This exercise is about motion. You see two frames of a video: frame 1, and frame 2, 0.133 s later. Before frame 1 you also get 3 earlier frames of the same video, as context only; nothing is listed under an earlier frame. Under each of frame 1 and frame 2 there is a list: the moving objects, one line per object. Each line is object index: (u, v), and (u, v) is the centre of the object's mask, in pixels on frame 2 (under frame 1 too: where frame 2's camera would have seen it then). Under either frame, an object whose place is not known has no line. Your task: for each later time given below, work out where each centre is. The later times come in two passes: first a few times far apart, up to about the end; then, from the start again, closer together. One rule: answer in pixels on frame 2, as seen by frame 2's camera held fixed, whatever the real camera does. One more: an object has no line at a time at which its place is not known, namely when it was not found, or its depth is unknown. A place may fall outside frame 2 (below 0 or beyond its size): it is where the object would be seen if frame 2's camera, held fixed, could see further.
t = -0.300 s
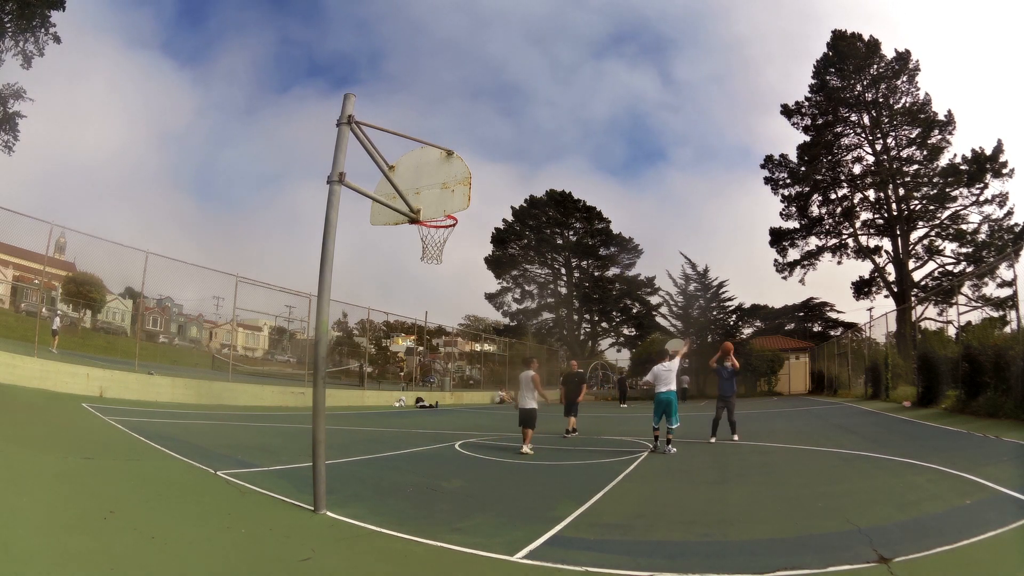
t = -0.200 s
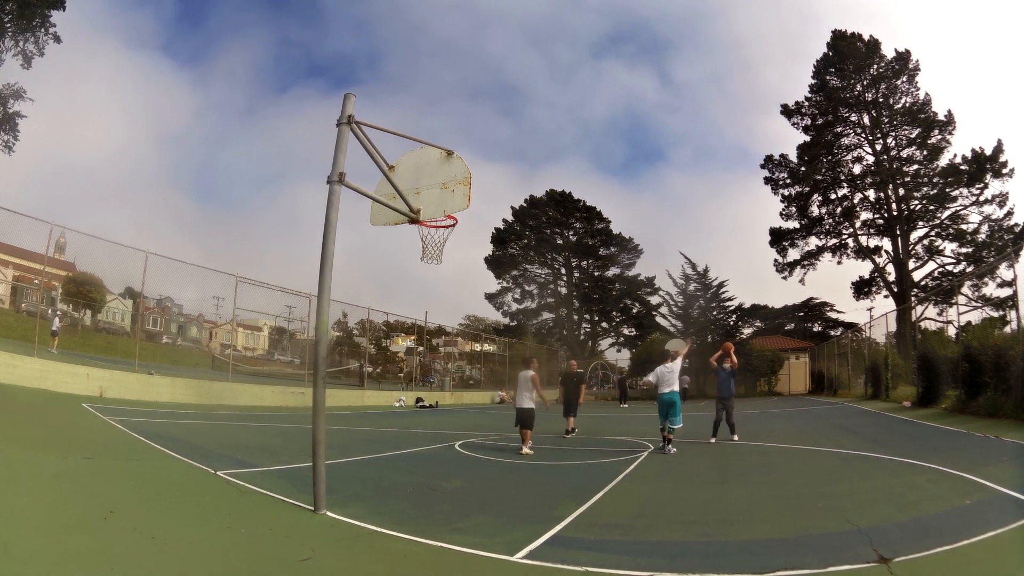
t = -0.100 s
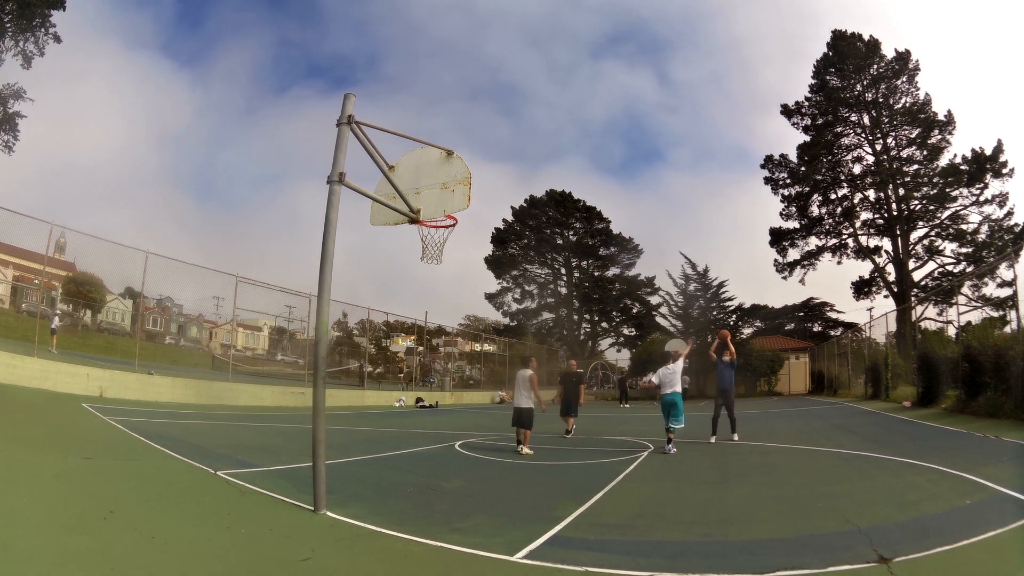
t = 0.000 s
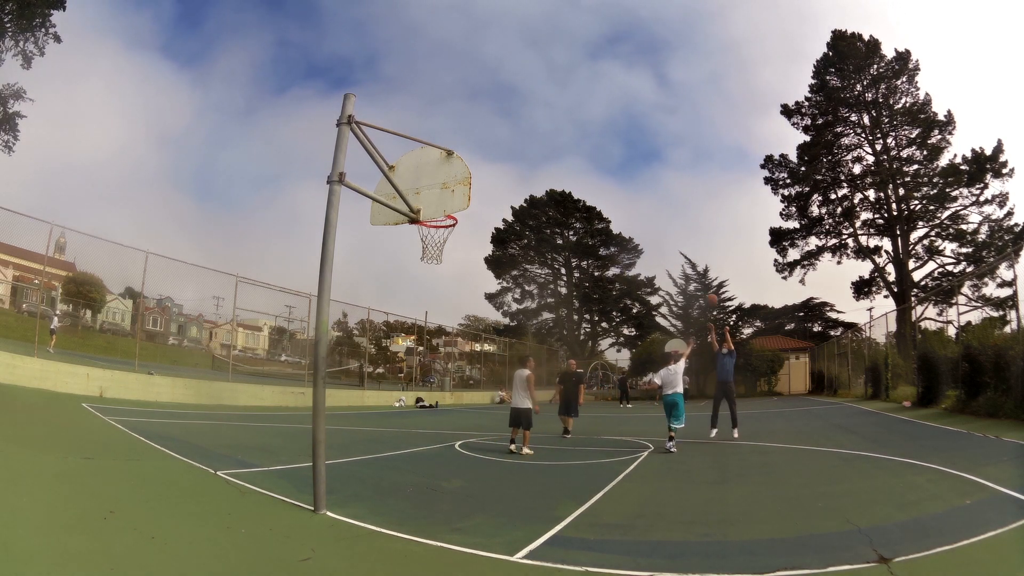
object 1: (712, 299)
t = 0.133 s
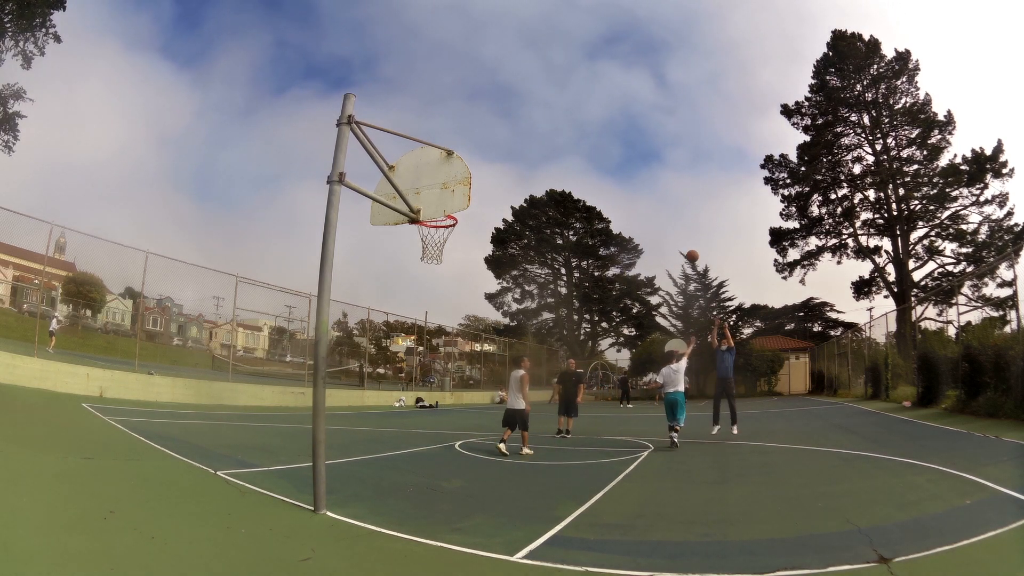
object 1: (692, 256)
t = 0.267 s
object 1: (671, 218)
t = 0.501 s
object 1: (631, 170)
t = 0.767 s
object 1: (579, 144)
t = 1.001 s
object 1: (523, 153)
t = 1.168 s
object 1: (476, 186)
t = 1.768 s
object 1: (387, 324)
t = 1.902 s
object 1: (376, 386)
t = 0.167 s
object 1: (687, 246)
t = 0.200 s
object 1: (682, 236)
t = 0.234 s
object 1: (676, 227)
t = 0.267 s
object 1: (671, 218)
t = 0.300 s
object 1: (666, 210)
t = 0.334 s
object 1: (660, 202)
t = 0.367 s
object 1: (654, 195)
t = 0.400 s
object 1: (648, 188)
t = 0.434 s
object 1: (643, 181)
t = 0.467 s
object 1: (637, 175)
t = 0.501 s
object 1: (631, 170)
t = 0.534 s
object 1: (625, 165)
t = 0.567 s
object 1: (618, 160)
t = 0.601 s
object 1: (612, 156)
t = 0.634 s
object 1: (606, 152)
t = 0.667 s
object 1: (599, 149)
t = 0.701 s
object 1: (592, 147)
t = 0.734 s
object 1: (586, 145)
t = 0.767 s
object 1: (579, 144)
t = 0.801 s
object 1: (571, 143)
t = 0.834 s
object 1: (564, 143)
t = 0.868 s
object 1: (556, 143)
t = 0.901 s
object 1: (548, 145)
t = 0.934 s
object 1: (540, 147)
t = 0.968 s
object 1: (532, 150)
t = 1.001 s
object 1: (523, 153)
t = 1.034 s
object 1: (514, 158)
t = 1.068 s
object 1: (504, 163)
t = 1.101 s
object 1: (494, 170)
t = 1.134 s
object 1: (484, 177)
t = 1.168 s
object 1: (476, 186)
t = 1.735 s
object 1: (390, 311)
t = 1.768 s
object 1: (387, 324)
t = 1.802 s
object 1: (385, 338)
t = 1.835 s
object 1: (382, 353)
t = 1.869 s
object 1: (379, 369)
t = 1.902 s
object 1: (376, 386)
